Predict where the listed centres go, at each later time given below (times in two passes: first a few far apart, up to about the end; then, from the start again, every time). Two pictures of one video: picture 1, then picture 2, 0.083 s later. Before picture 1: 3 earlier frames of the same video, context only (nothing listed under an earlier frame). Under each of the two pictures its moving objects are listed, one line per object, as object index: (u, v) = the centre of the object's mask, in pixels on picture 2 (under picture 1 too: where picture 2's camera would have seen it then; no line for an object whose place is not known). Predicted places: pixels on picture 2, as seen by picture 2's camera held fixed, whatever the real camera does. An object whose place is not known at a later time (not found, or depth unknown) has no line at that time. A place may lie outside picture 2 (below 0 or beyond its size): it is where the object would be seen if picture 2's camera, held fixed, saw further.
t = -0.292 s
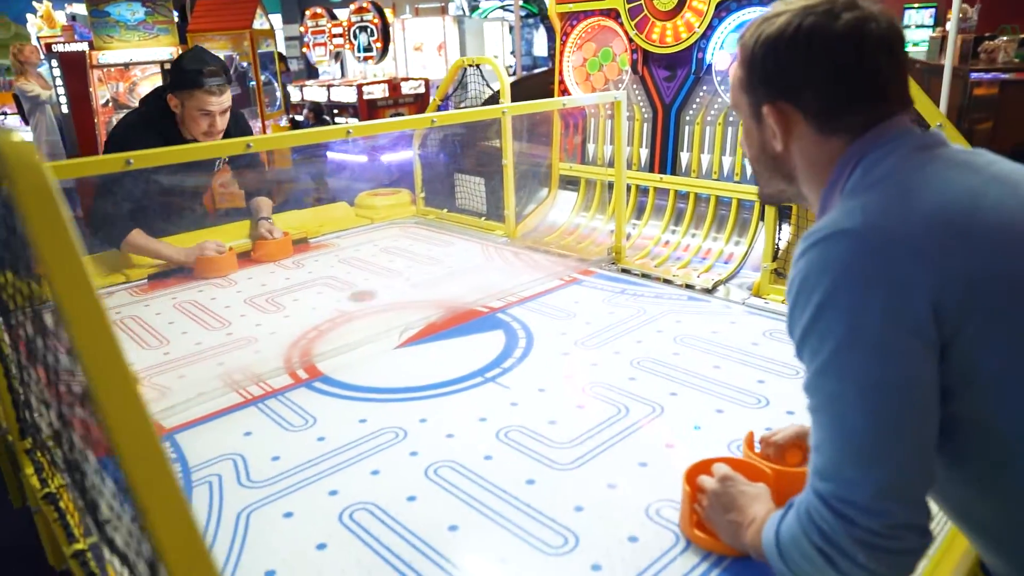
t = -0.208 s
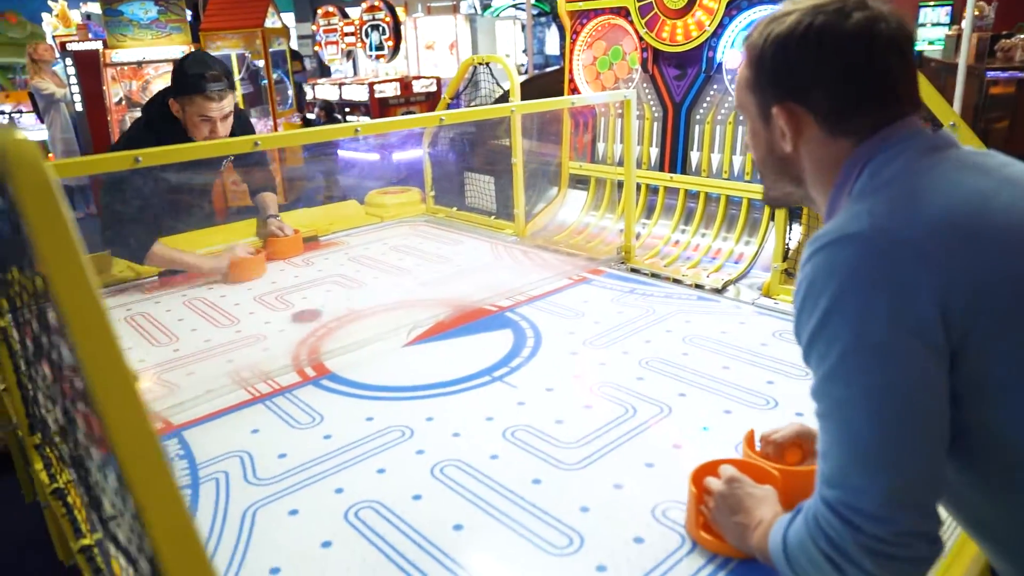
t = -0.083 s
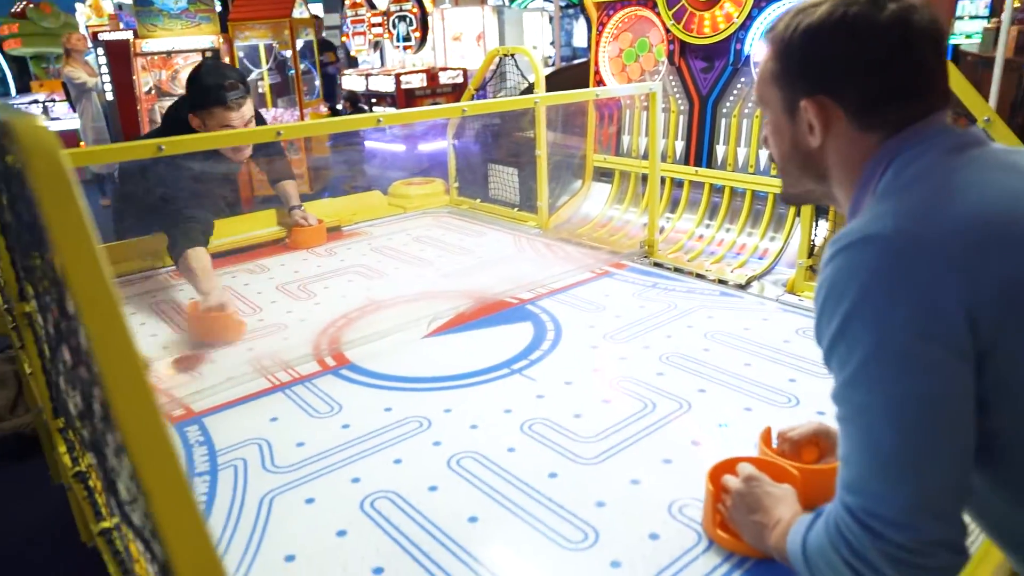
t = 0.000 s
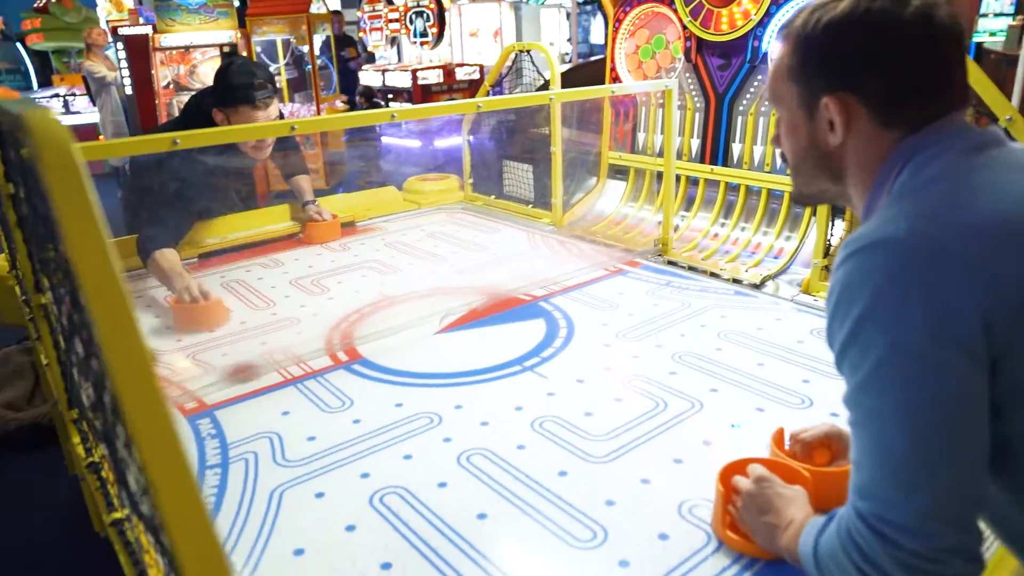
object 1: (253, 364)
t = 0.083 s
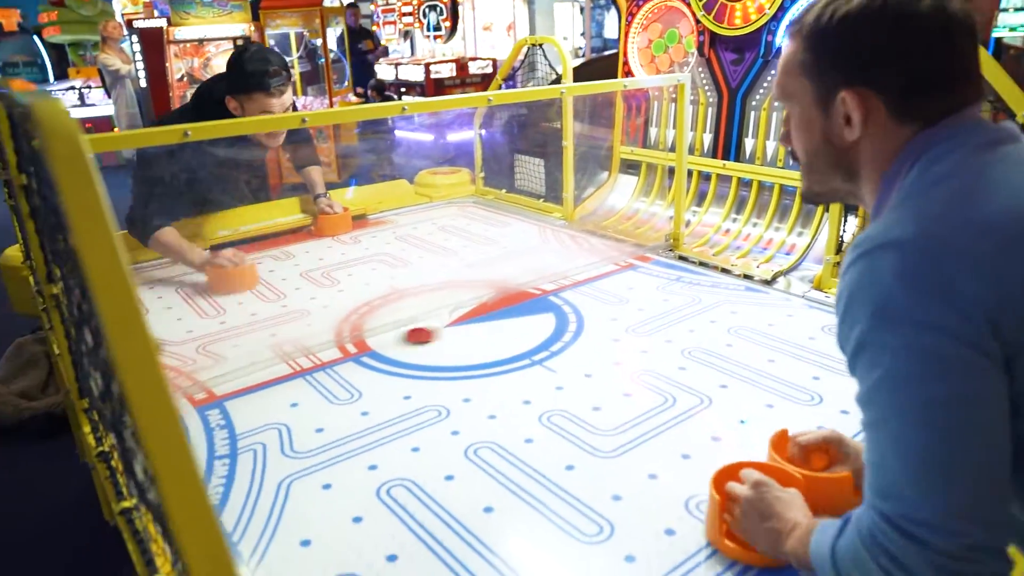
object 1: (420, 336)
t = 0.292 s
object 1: (721, 287)
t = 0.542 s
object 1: (468, 401)
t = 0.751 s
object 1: (316, 467)
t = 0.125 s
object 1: (495, 323)
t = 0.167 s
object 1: (566, 311)
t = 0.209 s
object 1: (633, 300)
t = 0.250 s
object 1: (695, 289)
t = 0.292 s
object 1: (721, 287)
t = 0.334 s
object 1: (689, 302)
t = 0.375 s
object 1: (654, 318)
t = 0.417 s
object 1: (616, 335)
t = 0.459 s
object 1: (573, 355)
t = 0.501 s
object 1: (524, 376)
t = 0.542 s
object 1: (468, 401)
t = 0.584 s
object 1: (407, 428)
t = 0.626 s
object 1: (338, 458)
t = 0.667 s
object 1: (261, 493)
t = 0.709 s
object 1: (252, 495)
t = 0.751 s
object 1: (316, 467)
